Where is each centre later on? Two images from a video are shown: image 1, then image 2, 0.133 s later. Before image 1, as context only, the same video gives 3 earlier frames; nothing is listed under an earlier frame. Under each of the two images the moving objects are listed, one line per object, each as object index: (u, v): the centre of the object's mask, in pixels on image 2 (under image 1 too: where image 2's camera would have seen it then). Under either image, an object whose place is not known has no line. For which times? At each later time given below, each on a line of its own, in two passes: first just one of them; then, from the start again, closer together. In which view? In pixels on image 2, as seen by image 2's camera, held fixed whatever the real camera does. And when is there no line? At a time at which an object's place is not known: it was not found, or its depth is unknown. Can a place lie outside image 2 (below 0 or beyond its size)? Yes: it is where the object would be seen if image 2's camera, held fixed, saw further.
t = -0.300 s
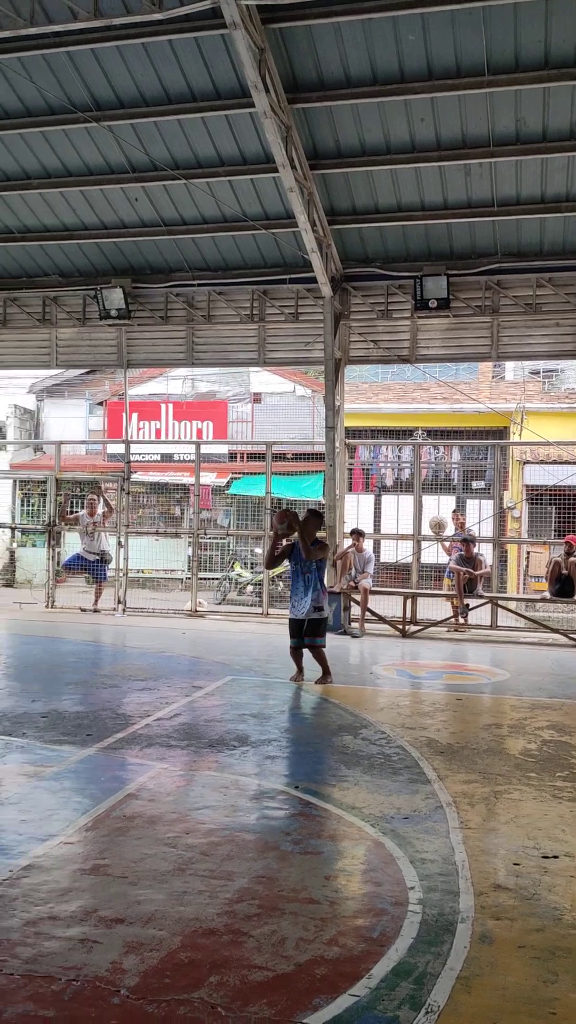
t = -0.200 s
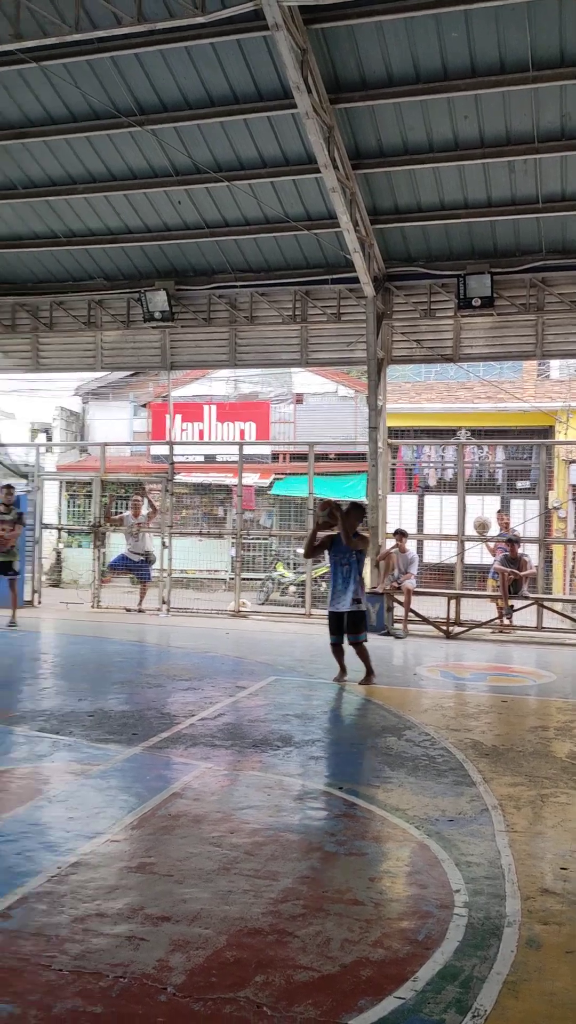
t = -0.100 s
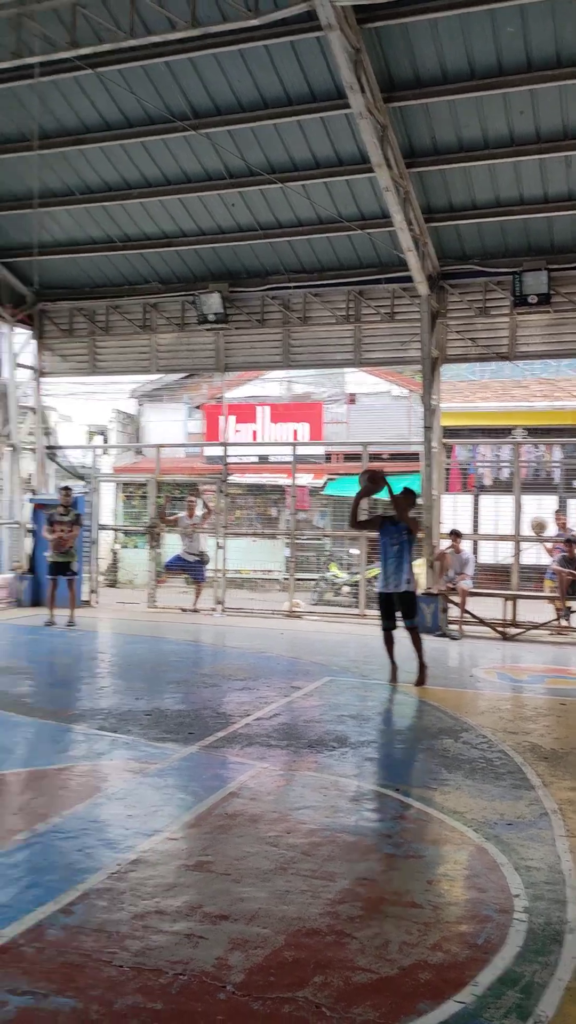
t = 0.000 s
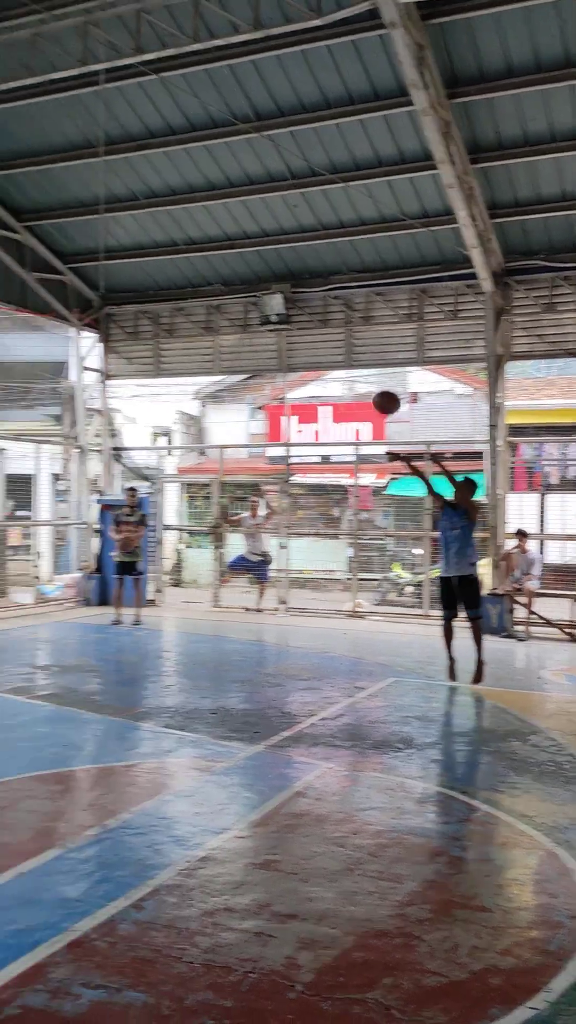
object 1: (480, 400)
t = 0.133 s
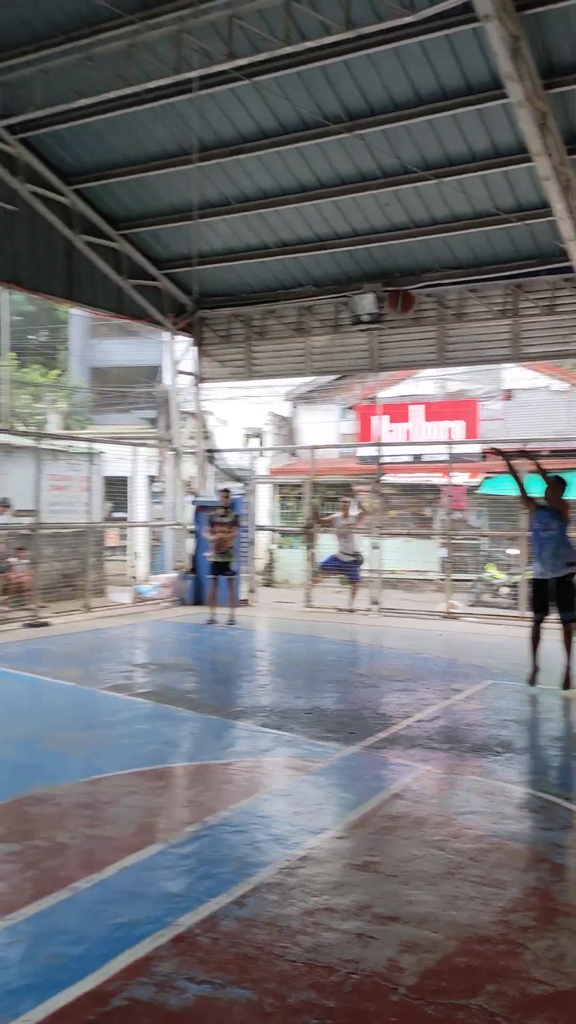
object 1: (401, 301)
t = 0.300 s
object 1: (295, 207)
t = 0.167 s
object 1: (379, 281)
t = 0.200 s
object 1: (359, 263)
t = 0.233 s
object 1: (338, 242)
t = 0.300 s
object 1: (295, 207)
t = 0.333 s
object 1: (273, 192)
